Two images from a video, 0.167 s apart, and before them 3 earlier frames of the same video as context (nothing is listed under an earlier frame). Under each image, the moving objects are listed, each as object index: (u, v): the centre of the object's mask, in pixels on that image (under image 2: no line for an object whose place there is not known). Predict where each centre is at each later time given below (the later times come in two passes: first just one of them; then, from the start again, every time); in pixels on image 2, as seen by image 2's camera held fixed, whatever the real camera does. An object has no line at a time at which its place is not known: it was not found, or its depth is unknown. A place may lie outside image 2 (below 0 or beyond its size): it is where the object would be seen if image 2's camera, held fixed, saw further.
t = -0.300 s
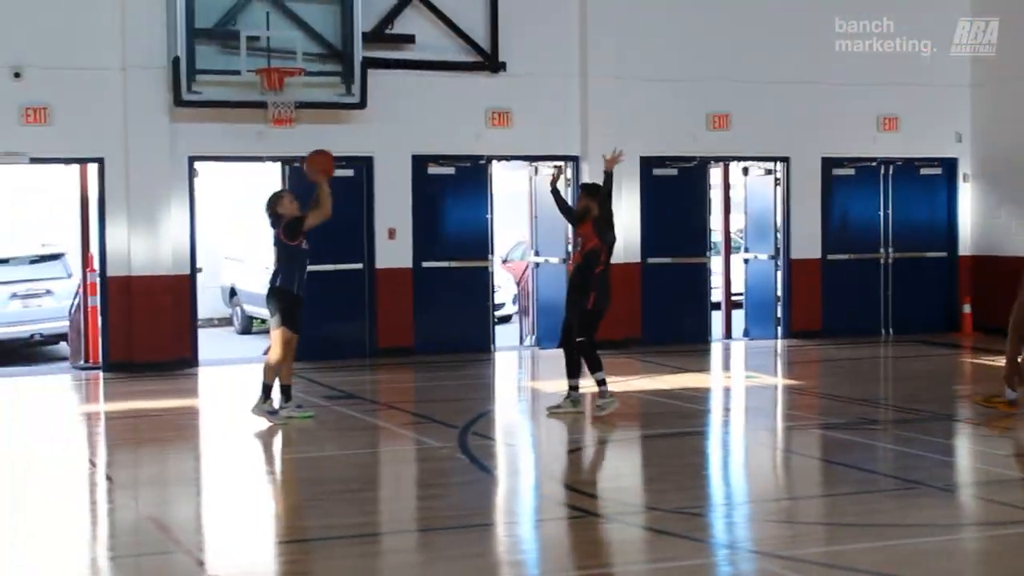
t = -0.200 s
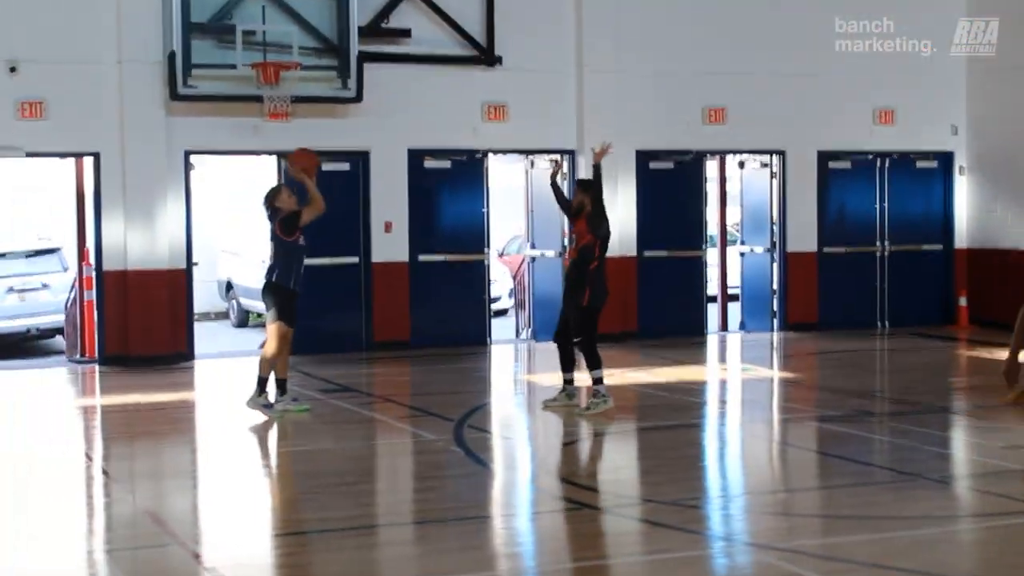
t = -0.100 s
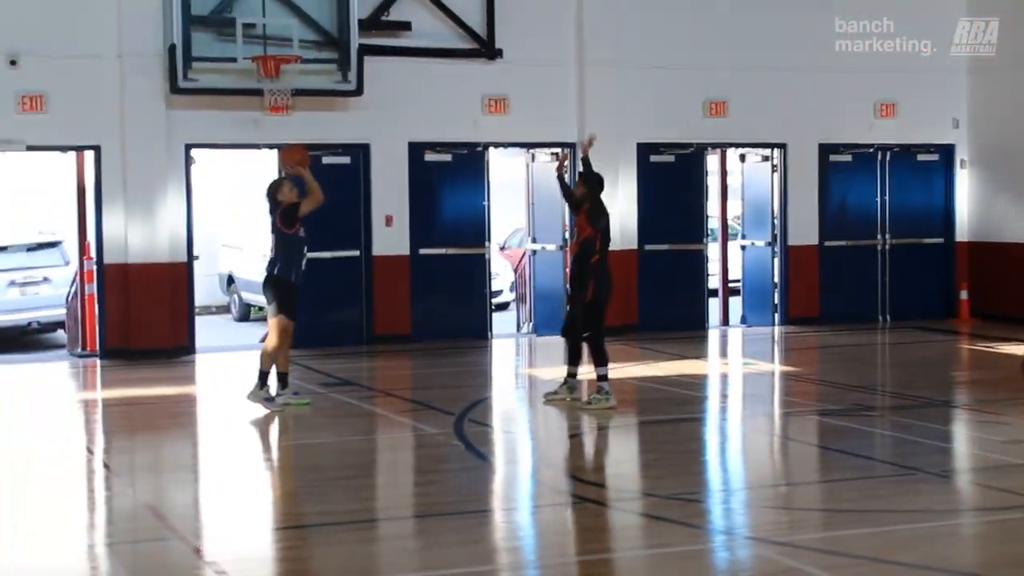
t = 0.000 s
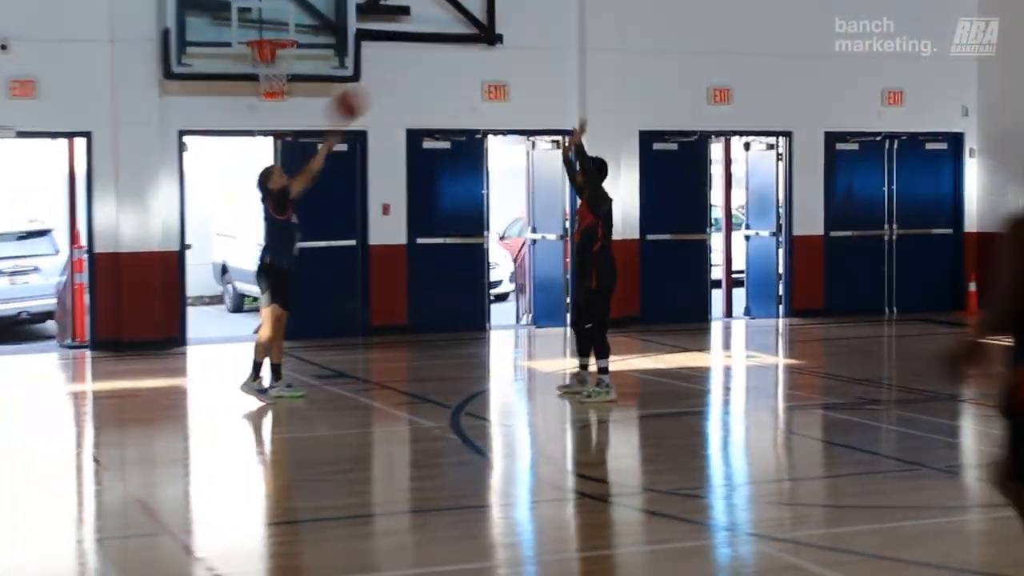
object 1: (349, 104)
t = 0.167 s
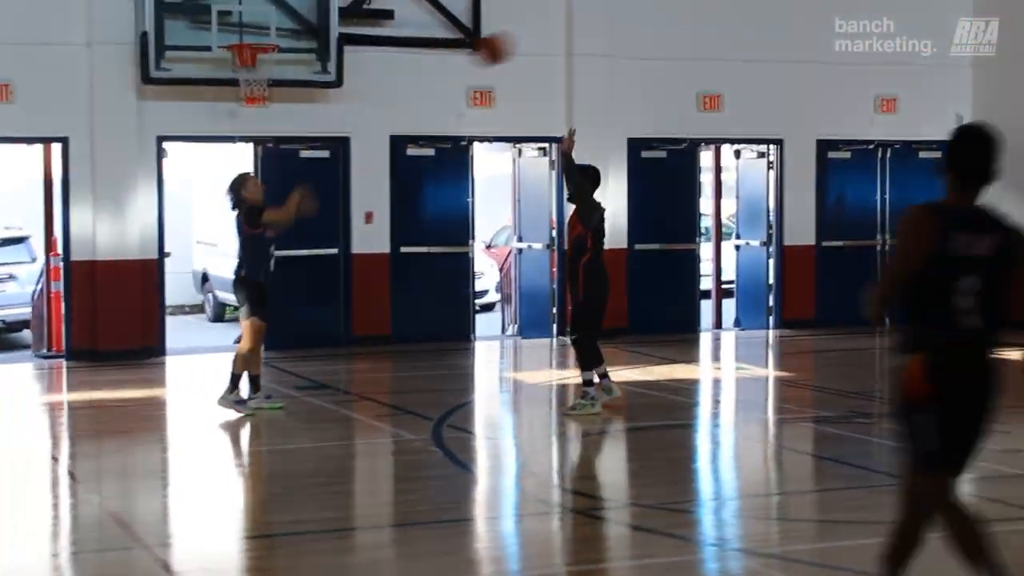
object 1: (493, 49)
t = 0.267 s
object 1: (589, 30)
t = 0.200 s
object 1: (525, 41)
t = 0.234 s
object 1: (557, 34)
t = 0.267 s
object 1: (589, 30)
